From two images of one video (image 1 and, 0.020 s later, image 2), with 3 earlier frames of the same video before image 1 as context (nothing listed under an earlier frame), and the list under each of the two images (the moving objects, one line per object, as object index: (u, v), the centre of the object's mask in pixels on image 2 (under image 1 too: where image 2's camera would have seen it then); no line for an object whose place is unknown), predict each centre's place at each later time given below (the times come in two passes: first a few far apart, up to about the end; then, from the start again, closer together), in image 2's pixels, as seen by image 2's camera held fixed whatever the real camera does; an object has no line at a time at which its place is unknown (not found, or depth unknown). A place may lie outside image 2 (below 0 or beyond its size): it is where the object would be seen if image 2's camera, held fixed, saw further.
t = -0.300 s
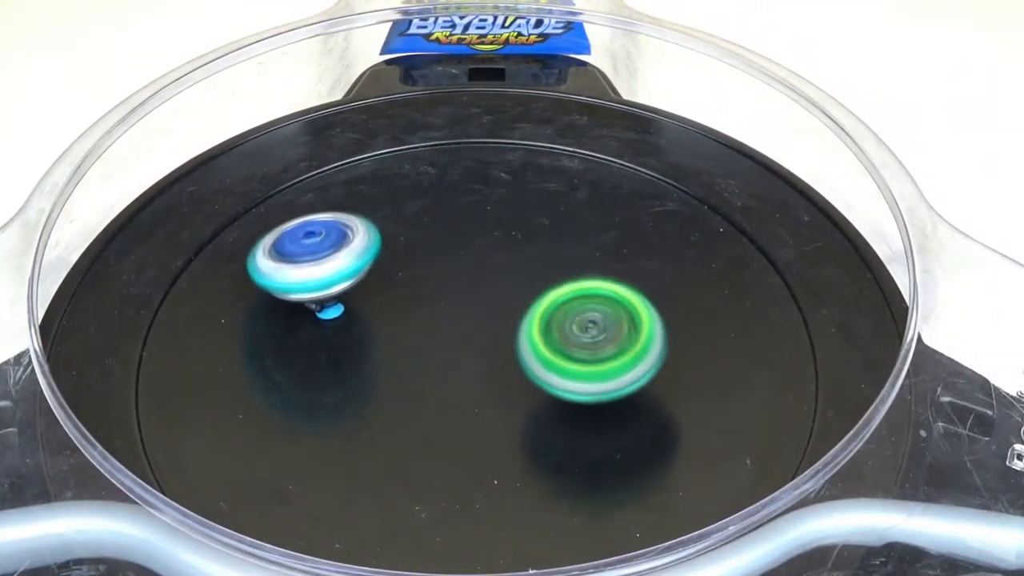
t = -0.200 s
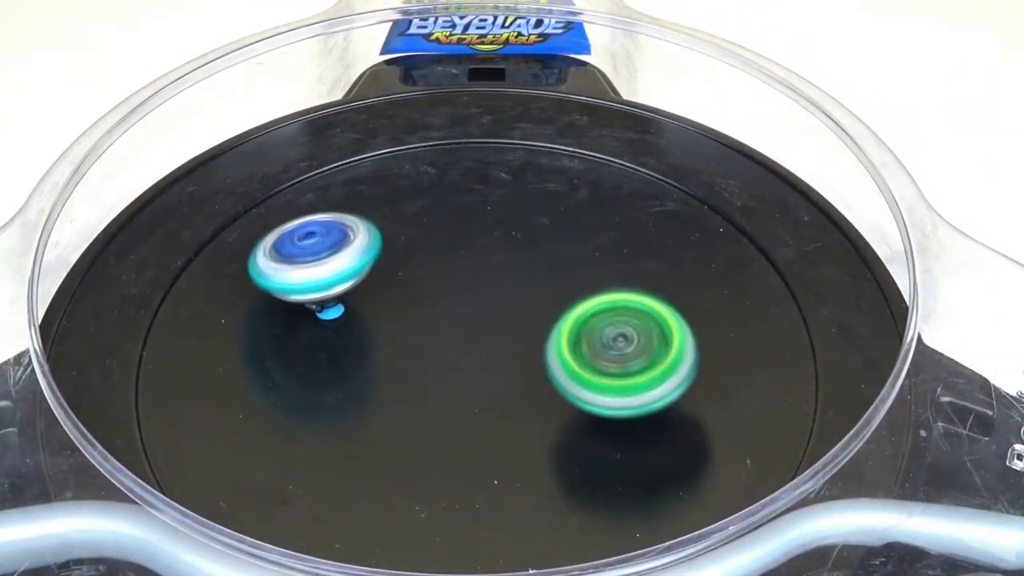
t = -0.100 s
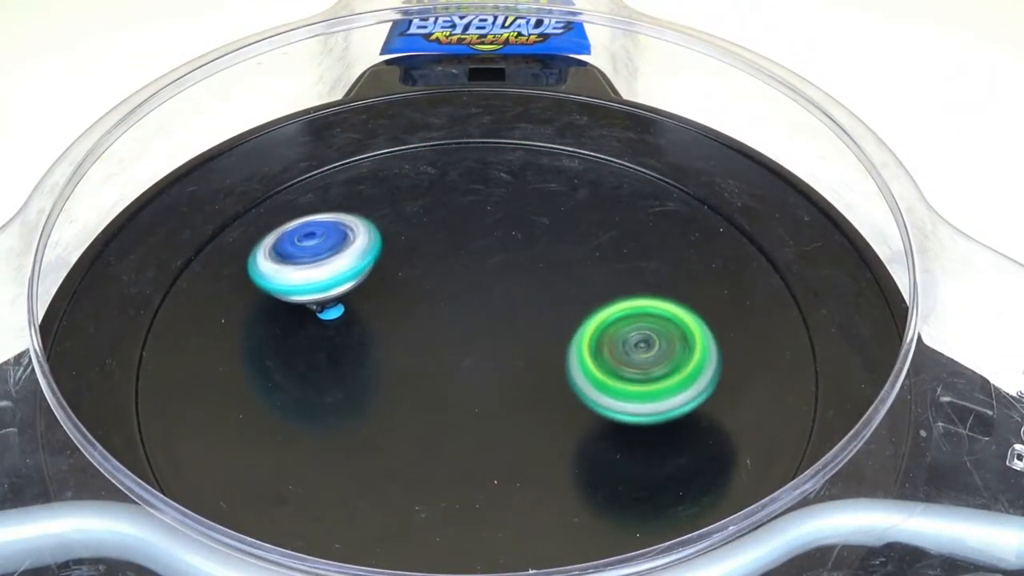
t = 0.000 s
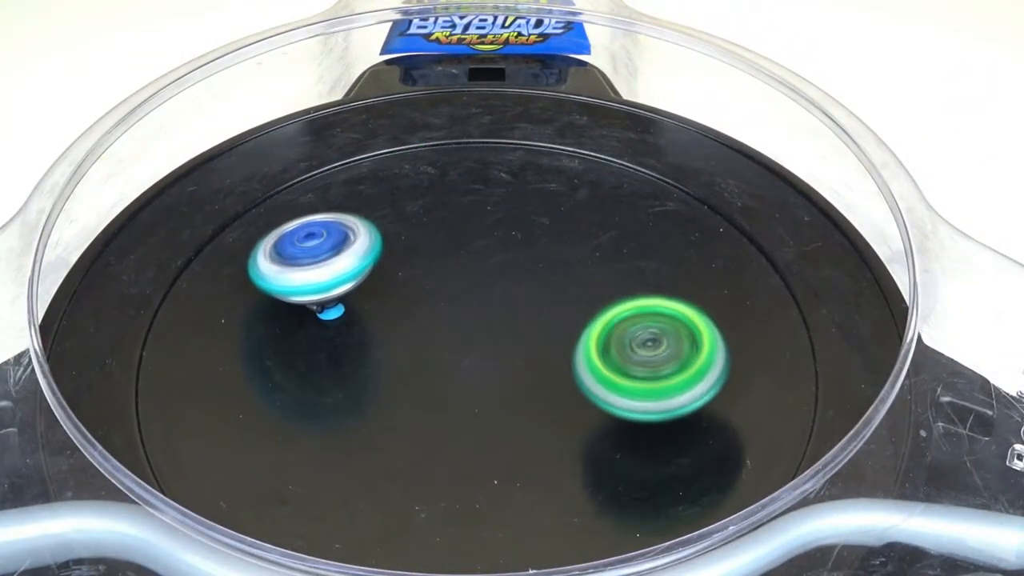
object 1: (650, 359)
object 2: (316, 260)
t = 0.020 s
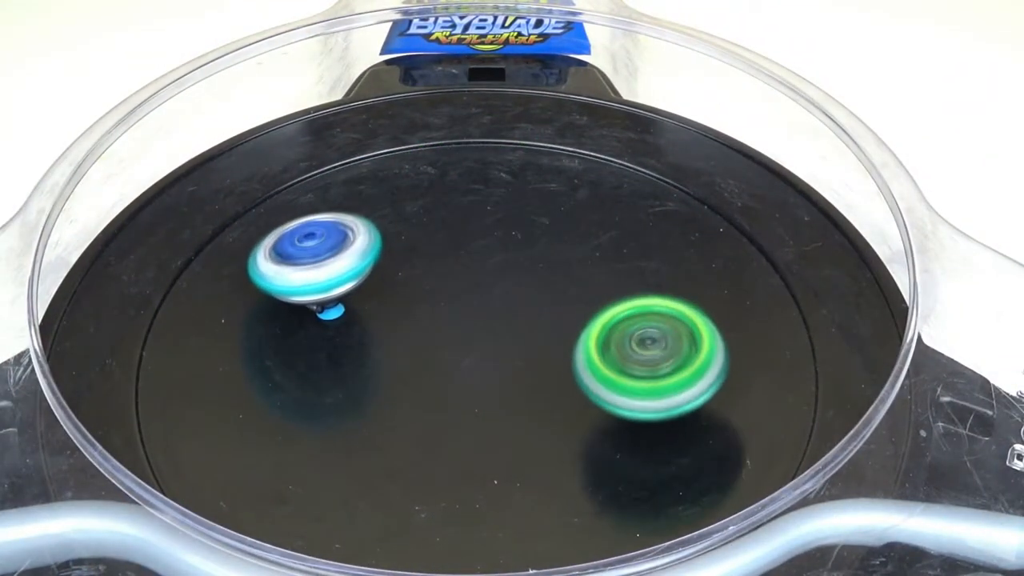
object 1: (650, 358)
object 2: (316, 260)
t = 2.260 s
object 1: (511, 282)
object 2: (290, 266)
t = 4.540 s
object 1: (545, 302)
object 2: (307, 295)
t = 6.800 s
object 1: (467, 293)
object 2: (319, 301)
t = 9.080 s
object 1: (464, 283)
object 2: (337, 331)
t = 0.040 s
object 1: (649, 357)
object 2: (317, 260)
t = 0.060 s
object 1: (648, 357)
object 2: (316, 260)
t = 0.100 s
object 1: (642, 356)
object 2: (316, 260)
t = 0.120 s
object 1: (638, 355)
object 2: (316, 260)
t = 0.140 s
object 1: (633, 355)
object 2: (316, 260)
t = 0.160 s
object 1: (628, 354)
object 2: (316, 260)
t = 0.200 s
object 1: (617, 353)
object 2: (315, 261)
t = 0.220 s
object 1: (612, 353)
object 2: (315, 261)
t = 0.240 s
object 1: (606, 353)
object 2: (316, 261)
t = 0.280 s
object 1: (590, 352)
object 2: (316, 261)
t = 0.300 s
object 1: (582, 351)
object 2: (315, 261)
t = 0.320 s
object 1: (573, 350)
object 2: (315, 261)
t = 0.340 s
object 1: (564, 349)
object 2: (316, 261)
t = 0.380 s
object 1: (545, 346)
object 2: (315, 261)
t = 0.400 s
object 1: (535, 344)
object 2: (315, 261)
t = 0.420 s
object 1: (526, 344)
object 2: (316, 261)
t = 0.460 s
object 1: (505, 344)
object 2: (315, 261)
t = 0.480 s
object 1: (495, 345)
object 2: (315, 262)
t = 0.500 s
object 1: (484, 346)
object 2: (315, 262)
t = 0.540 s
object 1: (465, 350)
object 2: (315, 262)
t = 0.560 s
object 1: (455, 352)
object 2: (315, 262)
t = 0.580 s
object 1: (446, 356)
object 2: (314, 262)
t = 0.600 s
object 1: (437, 359)
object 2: (314, 262)
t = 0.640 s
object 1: (421, 367)
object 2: (315, 262)
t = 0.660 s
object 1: (414, 371)
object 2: (315, 262)
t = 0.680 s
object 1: (406, 375)
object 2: (314, 262)
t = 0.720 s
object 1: (393, 384)
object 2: (314, 262)
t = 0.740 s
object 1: (388, 388)
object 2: (314, 262)
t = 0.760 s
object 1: (383, 393)
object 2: (314, 262)
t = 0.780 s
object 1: (379, 397)
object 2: (314, 263)
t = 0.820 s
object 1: (374, 406)
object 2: (313, 263)
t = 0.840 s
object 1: (374, 409)
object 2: (314, 263)
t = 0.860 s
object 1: (374, 413)
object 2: (313, 263)
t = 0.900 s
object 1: (375, 420)
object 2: (313, 263)
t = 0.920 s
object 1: (376, 423)
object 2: (314, 263)
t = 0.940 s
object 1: (378, 425)
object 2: (313, 263)
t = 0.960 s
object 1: (381, 427)
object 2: (312, 263)
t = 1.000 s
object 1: (394, 428)
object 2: (313, 263)
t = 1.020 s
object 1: (401, 428)
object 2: (312, 263)
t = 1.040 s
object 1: (409, 427)
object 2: (312, 263)
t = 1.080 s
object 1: (426, 422)
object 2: (312, 263)
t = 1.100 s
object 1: (433, 417)
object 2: (312, 264)
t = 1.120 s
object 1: (441, 412)
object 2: (312, 264)
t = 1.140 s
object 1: (448, 407)
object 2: (311, 264)
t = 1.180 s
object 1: (458, 394)
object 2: (311, 264)
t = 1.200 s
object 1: (462, 387)
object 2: (312, 264)
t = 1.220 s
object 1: (466, 380)
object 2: (311, 264)
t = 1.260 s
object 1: (471, 365)
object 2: (310, 264)
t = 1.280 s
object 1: (472, 357)
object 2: (311, 264)
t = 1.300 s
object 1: (472, 350)
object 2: (311, 264)
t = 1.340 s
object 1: (470, 335)
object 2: (310, 265)
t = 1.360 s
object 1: (469, 327)
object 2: (310, 264)
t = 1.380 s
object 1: (466, 319)
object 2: (310, 264)
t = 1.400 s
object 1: (465, 312)
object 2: (310, 264)
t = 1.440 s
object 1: (459, 297)
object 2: (310, 265)
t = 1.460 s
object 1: (455, 291)
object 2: (310, 265)
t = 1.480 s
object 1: (451, 284)
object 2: (310, 265)
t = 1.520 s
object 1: (442, 272)
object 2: (309, 265)
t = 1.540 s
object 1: (438, 266)
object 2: (309, 265)
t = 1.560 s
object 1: (436, 262)
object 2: (307, 265)
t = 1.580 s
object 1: (436, 258)
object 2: (306, 264)
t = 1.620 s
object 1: (453, 254)
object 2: (292, 258)
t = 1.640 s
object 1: (470, 258)
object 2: (280, 257)
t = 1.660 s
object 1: (484, 259)
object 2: (276, 259)
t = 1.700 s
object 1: (512, 263)
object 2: (281, 265)
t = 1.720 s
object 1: (523, 264)
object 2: (279, 264)
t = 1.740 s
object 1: (534, 266)
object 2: (278, 264)
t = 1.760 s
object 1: (542, 267)
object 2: (280, 263)
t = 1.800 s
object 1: (555, 269)
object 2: (283, 264)
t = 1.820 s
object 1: (559, 269)
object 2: (282, 265)
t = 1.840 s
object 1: (563, 270)
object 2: (280, 264)
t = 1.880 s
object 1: (566, 270)
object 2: (283, 263)
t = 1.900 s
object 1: (567, 270)
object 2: (285, 264)
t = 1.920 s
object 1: (566, 269)
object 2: (285, 265)
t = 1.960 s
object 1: (561, 267)
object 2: (282, 264)
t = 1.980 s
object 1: (557, 265)
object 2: (284, 263)
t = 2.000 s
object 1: (553, 264)
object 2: (287, 263)
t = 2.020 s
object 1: (549, 263)
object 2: (288, 265)
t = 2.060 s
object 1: (540, 263)
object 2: (284, 264)
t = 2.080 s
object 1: (536, 263)
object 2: (287, 263)
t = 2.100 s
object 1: (531, 264)
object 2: (291, 264)
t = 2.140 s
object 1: (524, 267)
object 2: (289, 267)
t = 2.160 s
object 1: (521, 269)
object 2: (288, 265)
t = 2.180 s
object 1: (518, 272)
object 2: (289, 265)
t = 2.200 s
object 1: (516, 274)
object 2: (291, 265)
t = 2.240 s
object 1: (512, 279)
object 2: (291, 266)
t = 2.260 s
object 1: (511, 282)
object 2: (290, 266)
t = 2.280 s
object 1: (509, 285)
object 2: (290, 265)
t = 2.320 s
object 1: (506, 292)
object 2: (293, 265)
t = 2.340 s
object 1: (505, 295)
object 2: (292, 266)
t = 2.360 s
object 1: (505, 299)
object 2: (291, 266)
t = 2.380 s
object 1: (505, 303)
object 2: (291, 266)
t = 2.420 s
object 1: (505, 311)
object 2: (294, 265)
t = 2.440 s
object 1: (506, 315)
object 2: (294, 266)
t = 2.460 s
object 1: (507, 319)
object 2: (292, 267)
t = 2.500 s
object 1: (510, 327)
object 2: (292, 266)
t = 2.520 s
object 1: (512, 331)
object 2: (294, 266)
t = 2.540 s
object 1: (514, 335)
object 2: (295, 266)
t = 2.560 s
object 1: (516, 339)
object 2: (293, 267)
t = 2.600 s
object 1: (522, 346)
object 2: (293, 266)
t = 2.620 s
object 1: (525, 349)
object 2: (294, 265)
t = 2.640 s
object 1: (528, 352)
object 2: (295, 266)
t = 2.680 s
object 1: (535, 356)
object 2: (292, 267)
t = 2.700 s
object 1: (539, 358)
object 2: (292, 266)
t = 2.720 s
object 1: (543, 360)
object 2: (294, 265)
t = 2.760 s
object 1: (550, 362)
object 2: (295, 268)
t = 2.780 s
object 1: (553, 362)
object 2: (292, 268)
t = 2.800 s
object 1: (556, 363)
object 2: (293, 266)
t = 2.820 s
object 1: (559, 363)
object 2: (296, 266)
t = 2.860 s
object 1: (563, 362)
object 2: (296, 269)
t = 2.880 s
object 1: (565, 361)
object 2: (294, 269)
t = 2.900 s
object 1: (566, 360)
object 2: (294, 267)
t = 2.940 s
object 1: (567, 357)
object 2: (300, 268)
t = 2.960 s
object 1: (566, 355)
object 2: (300, 270)
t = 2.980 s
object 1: (565, 353)
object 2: (297, 270)
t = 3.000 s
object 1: (564, 351)
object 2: (296, 269)
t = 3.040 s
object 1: (559, 347)
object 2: (301, 268)
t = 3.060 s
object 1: (557, 345)
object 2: (300, 270)
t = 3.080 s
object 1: (554, 343)
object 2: (297, 271)
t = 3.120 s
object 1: (547, 340)
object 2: (300, 268)
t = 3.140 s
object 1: (543, 338)
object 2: (302, 270)
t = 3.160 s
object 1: (538, 336)
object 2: (301, 272)
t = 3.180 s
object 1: (534, 334)
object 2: (298, 272)
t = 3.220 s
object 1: (524, 331)
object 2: (301, 269)
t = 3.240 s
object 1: (519, 330)
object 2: (303, 271)
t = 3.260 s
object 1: (514, 329)
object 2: (302, 273)
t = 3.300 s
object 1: (504, 327)
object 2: (299, 272)
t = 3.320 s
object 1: (499, 326)
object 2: (302, 271)
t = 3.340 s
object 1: (494, 325)
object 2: (305, 272)
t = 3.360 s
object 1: (489, 325)
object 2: (304, 274)
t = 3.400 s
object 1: (480, 323)
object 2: (300, 273)
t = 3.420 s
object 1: (475, 323)
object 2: (304, 272)
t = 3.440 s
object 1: (470, 322)
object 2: (306, 274)
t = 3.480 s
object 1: (461, 321)
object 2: (301, 276)
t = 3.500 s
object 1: (457, 321)
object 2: (301, 275)
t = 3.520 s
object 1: (453, 320)
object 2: (305, 274)
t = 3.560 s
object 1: (444, 320)
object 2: (304, 279)
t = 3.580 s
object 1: (440, 319)
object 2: (301, 278)
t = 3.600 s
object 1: (437, 319)
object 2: (302, 277)
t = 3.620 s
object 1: (433, 319)
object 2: (307, 277)
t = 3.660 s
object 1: (436, 324)
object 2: (302, 273)
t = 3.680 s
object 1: (440, 330)
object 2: (299, 275)
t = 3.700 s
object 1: (443, 335)
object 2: (302, 274)
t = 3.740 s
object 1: (448, 341)
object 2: (306, 278)
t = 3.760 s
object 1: (450, 344)
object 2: (303, 278)
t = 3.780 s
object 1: (452, 345)
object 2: (302, 277)
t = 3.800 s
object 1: (454, 346)
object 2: (304, 275)
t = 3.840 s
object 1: (458, 346)
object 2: (308, 279)
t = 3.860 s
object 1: (459, 345)
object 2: (304, 280)
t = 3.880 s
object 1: (460, 345)
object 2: (303, 279)
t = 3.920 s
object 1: (461, 342)
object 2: (310, 278)
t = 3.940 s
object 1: (462, 341)
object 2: (310, 281)
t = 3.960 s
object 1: (463, 339)
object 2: (306, 283)
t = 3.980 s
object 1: (463, 337)
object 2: (304, 281)
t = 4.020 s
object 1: (462, 333)
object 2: (313, 281)
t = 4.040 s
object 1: (462, 331)
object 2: (313, 285)
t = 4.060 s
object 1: (462, 328)
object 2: (309, 286)
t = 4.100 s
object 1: (460, 325)
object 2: (312, 285)
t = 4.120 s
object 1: (460, 323)
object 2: (314, 286)
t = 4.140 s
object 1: (459, 321)
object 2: (312, 288)
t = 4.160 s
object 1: (458, 319)
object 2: (310, 288)
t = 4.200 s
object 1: (456, 317)
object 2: (313, 287)
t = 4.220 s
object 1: (456, 315)
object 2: (314, 289)
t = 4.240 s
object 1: (455, 314)
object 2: (311, 290)
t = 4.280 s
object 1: (456, 312)
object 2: (312, 288)
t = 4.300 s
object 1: (456, 311)
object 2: (314, 289)
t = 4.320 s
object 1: (466, 312)
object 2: (306, 289)
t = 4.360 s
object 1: (489, 316)
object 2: (303, 293)
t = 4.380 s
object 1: (499, 317)
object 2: (306, 293)
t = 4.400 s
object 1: (508, 317)
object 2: (306, 294)
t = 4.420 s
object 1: (516, 316)
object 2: (303, 295)
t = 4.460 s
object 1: (529, 312)
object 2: (306, 294)
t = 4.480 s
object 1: (535, 310)
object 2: (308, 295)
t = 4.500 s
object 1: (539, 307)
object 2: (306, 296)
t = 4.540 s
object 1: (545, 302)
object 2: (307, 295)
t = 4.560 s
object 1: (548, 300)
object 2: (309, 295)
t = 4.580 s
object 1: (550, 298)
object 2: (309, 297)
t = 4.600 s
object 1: (551, 296)
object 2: (305, 297)
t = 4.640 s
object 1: (553, 292)
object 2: (308, 296)
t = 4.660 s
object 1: (553, 290)
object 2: (312, 297)
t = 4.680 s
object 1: (552, 289)
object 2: (312, 299)
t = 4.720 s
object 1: (548, 287)
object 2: (313, 297)
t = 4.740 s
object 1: (546, 287)
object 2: (315, 298)
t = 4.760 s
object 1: (544, 287)
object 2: (315, 299)
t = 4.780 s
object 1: (541, 287)
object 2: (314, 300)
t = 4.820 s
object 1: (535, 289)
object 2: (314, 299)
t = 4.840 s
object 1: (532, 290)
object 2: (316, 300)
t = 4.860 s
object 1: (529, 291)
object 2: (317, 303)
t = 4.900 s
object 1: (522, 294)
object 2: (315, 303)
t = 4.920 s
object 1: (519, 296)
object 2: (317, 301)
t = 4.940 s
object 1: (516, 298)
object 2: (319, 302)
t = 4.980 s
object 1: (511, 303)
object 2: (318, 305)
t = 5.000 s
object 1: (509, 305)
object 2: (317, 305)
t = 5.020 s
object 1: (507, 307)
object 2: (317, 305)
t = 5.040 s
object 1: (504, 309)
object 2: (319, 305)
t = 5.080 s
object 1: (499, 314)
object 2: (321, 309)
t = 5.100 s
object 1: (496, 316)
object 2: (320, 309)
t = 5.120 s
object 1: (494, 319)
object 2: (320, 309)
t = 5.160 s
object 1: (490, 324)
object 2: (321, 308)
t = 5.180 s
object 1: (488, 326)
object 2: (321, 310)
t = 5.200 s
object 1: (486, 328)
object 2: (320, 312)
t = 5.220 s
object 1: (484, 330)
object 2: (320, 313)
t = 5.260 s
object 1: (479, 335)
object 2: (321, 312)
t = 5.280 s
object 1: (478, 337)
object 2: (322, 313)
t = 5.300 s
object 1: (476, 339)
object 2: (322, 314)
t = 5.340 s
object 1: (473, 343)
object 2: (319, 315)
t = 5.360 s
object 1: (471, 344)
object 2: (318, 316)
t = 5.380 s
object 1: (469, 346)
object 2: (319, 316)
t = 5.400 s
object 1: (467, 348)
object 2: (319, 317)
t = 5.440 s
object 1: (464, 351)
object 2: (318, 318)
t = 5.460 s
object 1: (463, 352)
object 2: (316, 318)
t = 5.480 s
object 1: (462, 353)
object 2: (316, 318)
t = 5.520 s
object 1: (460, 355)
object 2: (315, 319)
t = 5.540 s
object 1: (459, 356)
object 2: (315, 321)
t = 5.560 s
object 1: (458, 357)
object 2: (315, 321)
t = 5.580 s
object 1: (457, 358)
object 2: (314, 321)
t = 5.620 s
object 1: (457, 358)
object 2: (313, 321)
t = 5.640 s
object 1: (457, 358)
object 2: (312, 322)
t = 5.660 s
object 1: (457, 358)
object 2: (311, 323)
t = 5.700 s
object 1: (457, 358)
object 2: (310, 324)
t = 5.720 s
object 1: (457, 357)
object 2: (310, 323)
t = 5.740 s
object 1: (458, 357)
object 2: (309, 323)
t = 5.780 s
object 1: (459, 355)
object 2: (308, 324)
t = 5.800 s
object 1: (459, 353)
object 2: (306, 325)
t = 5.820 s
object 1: (458, 352)
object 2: (306, 325)
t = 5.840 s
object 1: (459, 352)
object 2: (306, 324)
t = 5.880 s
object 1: (460, 349)
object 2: (305, 324)
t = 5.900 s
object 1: (460, 348)
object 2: (304, 324)
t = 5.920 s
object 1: (461, 346)
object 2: (302, 324)
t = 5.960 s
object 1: (461, 343)
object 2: (302, 323)
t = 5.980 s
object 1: (462, 342)
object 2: (302, 323)
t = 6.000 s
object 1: (463, 340)
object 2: (301, 323)
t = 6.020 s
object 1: (463, 338)
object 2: (300, 323)
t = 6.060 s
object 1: (465, 334)
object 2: (299, 322)
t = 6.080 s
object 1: (465, 332)
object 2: (299, 321)
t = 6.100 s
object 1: (465, 330)
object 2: (299, 320)
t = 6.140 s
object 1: (466, 325)
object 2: (298, 320)
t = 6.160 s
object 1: (466, 323)
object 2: (297, 321)
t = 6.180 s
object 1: (467, 320)
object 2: (297, 320)
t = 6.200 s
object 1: (466, 318)
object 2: (298, 319)
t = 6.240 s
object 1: (466, 314)
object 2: (298, 317)
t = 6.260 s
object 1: (466, 312)
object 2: (298, 317)
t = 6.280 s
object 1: (466, 310)
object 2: (298, 318)
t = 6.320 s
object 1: (466, 305)
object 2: (298, 316)
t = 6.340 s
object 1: (465, 304)
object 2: (299, 315)
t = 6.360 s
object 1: (465, 302)
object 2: (300, 314)
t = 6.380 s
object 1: (465, 301)
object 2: (300, 314)
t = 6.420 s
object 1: (466, 298)
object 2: (300, 313)
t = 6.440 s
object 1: (466, 296)
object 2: (300, 313)
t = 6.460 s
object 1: (465, 295)
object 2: (301, 312)
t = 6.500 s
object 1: (465, 293)
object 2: (303, 310)
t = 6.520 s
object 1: (464, 292)
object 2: (304, 310)
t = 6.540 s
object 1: (465, 291)
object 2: (305, 310)
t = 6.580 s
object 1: (464, 290)
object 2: (304, 309)
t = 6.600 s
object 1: (464, 290)
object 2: (305, 308)
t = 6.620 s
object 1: (464, 290)
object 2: (307, 306)
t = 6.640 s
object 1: (464, 290)
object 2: (310, 305)
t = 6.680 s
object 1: (464, 290)
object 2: (312, 305)
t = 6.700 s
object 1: (464, 291)
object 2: (311, 306)
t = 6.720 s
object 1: (465, 292)
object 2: (311, 305)
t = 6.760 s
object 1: (466, 293)
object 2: (315, 302)
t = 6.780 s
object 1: (467, 292)
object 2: (317, 301)
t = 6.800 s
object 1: (467, 293)
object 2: (319, 301)
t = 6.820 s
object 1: (467, 294)
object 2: (320, 302)
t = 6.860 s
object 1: (469, 296)
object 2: (320, 301)
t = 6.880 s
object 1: (470, 296)
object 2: (321, 301)
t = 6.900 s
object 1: (470, 297)
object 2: (322, 299)
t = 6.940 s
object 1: (471, 300)
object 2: (329, 298)
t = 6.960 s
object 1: (472, 301)
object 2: (331, 299)
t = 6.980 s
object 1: (474, 303)
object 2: (333, 299)
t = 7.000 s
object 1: (475, 304)
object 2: (334, 299)
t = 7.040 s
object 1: (477, 307)
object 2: (334, 298)
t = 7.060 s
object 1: (480, 309)
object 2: (336, 297)
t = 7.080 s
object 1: (482, 311)
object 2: (339, 297)
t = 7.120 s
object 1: (487, 313)
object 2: (347, 299)
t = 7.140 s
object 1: (490, 316)
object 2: (349, 300)
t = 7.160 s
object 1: (508, 323)
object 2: (333, 295)
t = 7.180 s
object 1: (525, 330)
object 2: (318, 292)
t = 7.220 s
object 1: (558, 341)
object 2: (296, 295)
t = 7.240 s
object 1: (570, 344)
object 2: (289, 299)
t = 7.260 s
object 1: (581, 346)
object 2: (289, 296)
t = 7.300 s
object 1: (601, 348)
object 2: (299, 294)
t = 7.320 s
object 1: (608, 348)
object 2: (304, 297)
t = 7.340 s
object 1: (615, 347)
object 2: (307, 301)
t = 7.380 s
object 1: (625, 348)
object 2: (310, 309)
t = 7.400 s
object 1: (628, 348)
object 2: (311, 310)
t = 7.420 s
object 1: (631, 347)
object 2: (312, 311)
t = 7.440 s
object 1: (632, 348)
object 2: (312, 311)
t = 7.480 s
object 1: (635, 348)
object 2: (316, 313)
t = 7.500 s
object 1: (636, 347)
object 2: (317, 315)
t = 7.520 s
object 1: (635, 348)
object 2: (317, 316)
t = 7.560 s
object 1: (635, 348)
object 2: (318, 319)
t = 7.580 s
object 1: (634, 347)
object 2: (318, 320)
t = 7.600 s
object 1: (629, 347)
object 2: (318, 320)
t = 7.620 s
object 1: (626, 347)
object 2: (319, 321)
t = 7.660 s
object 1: (618, 347)
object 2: (321, 324)
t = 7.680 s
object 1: (612, 346)
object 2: (320, 324)
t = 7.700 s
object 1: (608, 347)
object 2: (319, 326)
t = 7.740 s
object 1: (597, 346)
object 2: (318, 328)
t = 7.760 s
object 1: (590, 346)
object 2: (318, 328)
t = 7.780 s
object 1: (582, 347)
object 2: (318, 331)
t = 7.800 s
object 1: (576, 347)
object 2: (318, 333)
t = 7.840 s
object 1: (562, 347)
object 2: (315, 335)
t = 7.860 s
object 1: (554, 348)
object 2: (313, 337)
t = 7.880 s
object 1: (547, 348)
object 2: (313, 337)
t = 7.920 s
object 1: (533, 348)
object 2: (312, 340)
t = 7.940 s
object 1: (523, 349)
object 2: (312, 342)
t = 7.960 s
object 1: (518, 349)
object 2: (311, 343)
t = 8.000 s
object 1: (503, 349)
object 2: (307, 344)
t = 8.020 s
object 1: (495, 349)
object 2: (306, 346)
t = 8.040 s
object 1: (489, 349)
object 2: (306, 346)
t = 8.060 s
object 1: (481, 349)
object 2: (304, 346)
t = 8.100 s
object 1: (466, 349)
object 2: (301, 349)
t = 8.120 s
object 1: (461, 348)
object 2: (300, 349)
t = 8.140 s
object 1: (454, 348)
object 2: (298, 349)
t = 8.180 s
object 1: (459, 349)
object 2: (281, 341)
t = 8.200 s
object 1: (467, 349)
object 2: (272, 336)
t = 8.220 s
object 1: (471, 348)
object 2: (267, 332)
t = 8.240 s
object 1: (474, 348)
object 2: (270, 328)
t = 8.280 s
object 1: (479, 344)
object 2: (275, 334)
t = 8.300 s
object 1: (479, 340)
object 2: (276, 337)
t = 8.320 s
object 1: (478, 338)
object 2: (278, 336)
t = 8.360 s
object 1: (476, 331)
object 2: (283, 337)
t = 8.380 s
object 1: (473, 328)
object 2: (284, 337)
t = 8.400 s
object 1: (471, 326)
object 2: (283, 338)
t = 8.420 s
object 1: (469, 323)
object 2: (281, 341)
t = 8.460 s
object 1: (464, 318)
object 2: (279, 337)
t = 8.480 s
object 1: (463, 316)
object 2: (278, 337)
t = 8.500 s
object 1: (460, 315)
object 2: (277, 335)
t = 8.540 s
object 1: (456, 311)
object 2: (274, 337)
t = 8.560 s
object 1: (455, 309)
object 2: (273, 335)
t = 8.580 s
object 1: (455, 306)
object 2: (272, 334)
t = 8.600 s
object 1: (452, 304)
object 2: (271, 334)
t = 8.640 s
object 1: (452, 301)
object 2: (271, 330)
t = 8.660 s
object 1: (451, 298)
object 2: (270, 330)
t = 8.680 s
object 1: (451, 296)
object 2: (270, 328)
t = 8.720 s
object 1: (451, 292)
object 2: (274, 324)
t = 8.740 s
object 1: (450, 290)
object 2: (281, 325)
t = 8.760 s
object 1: (451, 289)
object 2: (285, 324)
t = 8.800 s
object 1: (451, 286)
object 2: (284, 325)
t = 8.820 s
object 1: (451, 286)
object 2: (283, 326)
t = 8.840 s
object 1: (451, 285)
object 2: (284, 321)
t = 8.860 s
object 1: (452, 284)
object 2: (290, 321)
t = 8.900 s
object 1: (451, 284)
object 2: (295, 328)
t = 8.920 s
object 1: (452, 283)
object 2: (295, 329)
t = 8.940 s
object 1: (453, 282)
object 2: (295, 331)
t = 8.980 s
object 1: (455, 283)
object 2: (307, 323)
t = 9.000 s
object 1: (457, 282)
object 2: (315, 329)
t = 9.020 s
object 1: (457, 283)
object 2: (325, 330)
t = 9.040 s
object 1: (461, 283)
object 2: (329, 325)
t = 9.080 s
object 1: (464, 283)
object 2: (337, 331)
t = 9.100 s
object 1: (466, 284)
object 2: (336, 329)
